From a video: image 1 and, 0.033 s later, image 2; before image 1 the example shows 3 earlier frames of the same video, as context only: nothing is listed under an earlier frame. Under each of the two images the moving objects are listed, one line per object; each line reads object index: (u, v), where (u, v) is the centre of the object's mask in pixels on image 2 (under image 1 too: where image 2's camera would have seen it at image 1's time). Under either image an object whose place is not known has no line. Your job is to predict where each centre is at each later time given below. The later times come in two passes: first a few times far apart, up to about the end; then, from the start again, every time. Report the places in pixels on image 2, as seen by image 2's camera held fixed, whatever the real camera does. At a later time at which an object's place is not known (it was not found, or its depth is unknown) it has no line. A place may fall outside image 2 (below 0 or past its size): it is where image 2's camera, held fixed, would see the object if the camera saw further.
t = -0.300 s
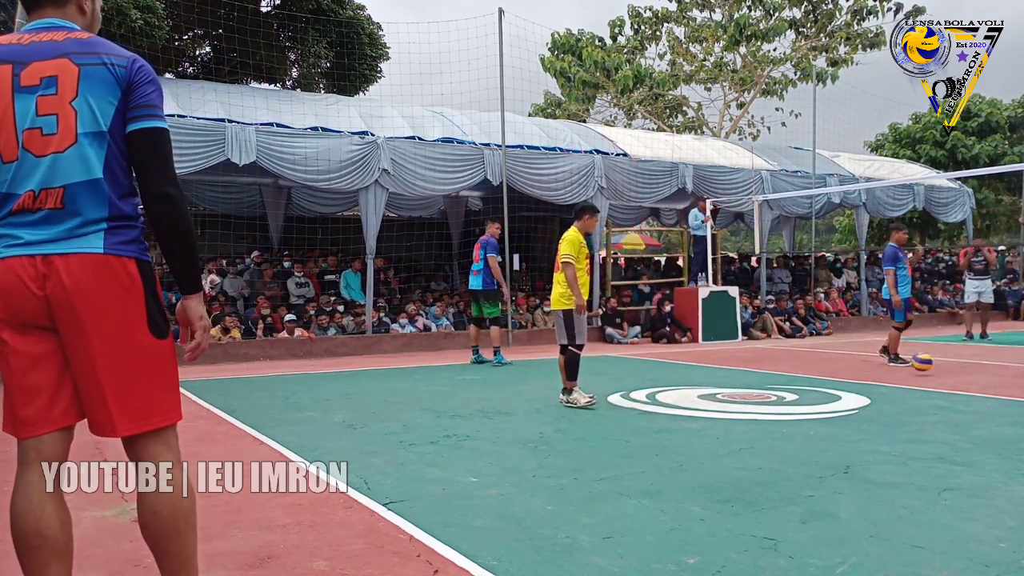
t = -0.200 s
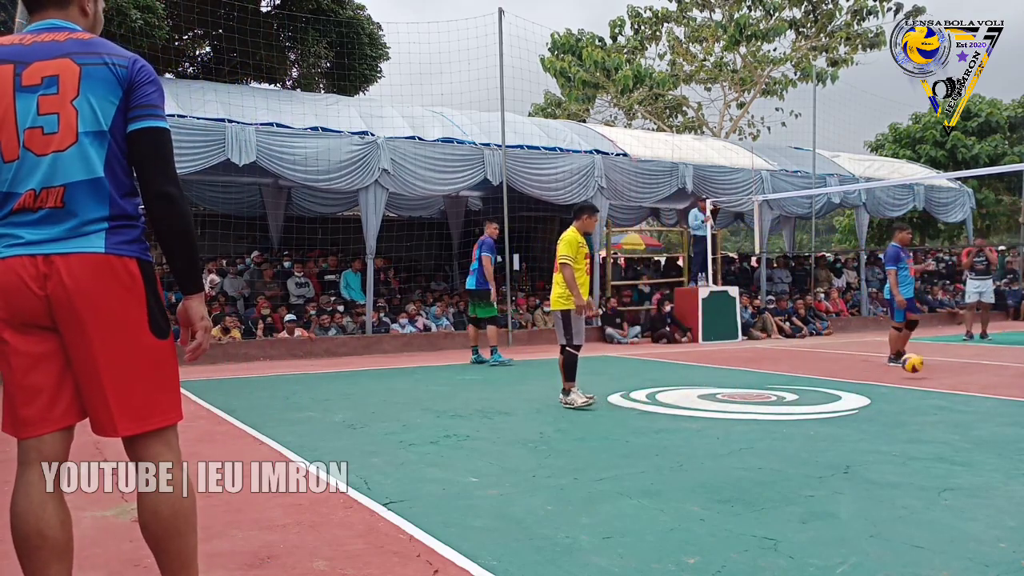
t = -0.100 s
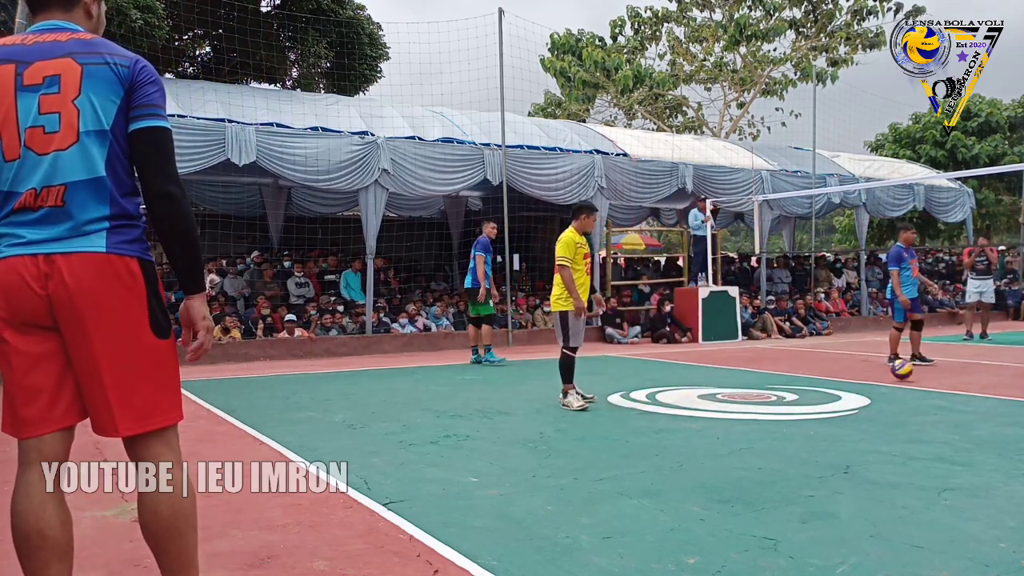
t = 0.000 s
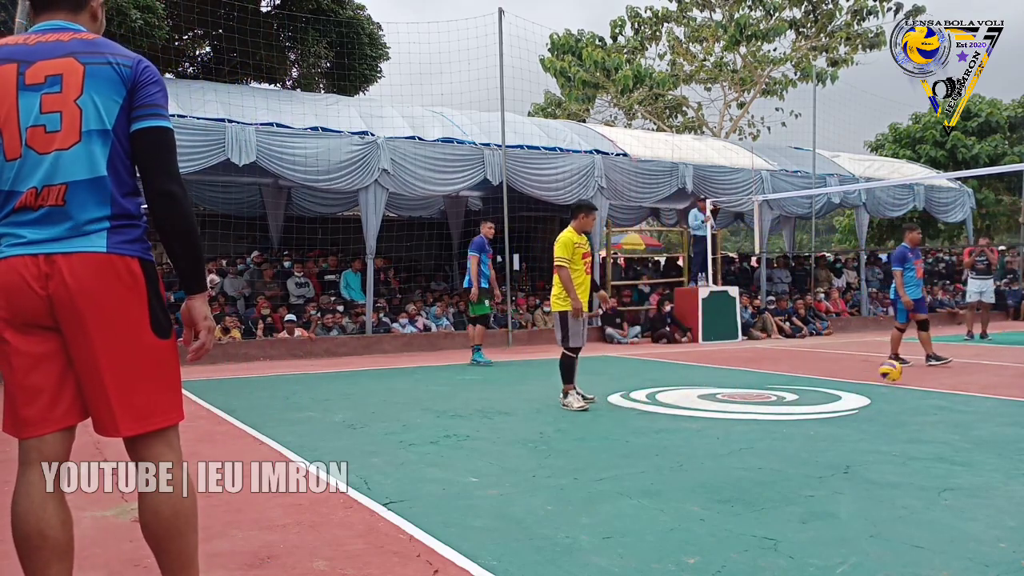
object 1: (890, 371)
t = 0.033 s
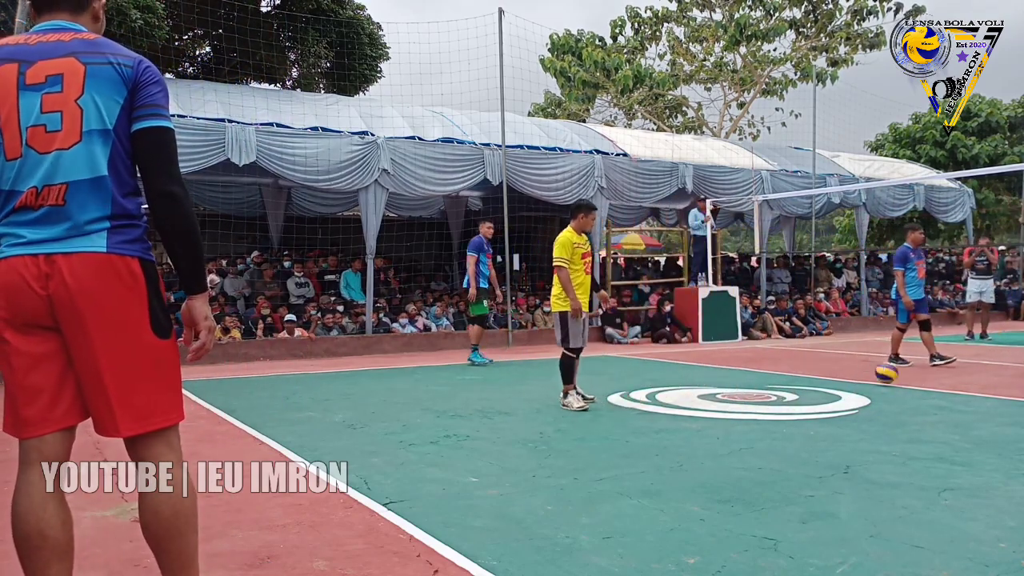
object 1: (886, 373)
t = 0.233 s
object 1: (862, 382)
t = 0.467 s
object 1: (830, 390)
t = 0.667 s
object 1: (798, 398)
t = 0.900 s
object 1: (754, 412)
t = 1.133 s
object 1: (704, 425)
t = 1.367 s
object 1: (644, 444)
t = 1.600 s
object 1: (568, 467)
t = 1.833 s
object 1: (469, 499)
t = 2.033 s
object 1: (357, 531)
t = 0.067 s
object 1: (882, 376)
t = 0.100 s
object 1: (878, 375)
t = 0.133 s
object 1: (875, 376)
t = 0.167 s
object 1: (870, 378)
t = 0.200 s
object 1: (866, 380)
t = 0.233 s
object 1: (862, 382)
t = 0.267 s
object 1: (858, 381)
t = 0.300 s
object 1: (854, 382)
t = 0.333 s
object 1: (849, 385)
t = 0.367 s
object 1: (844, 386)
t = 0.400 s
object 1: (840, 386)
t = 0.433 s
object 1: (835, 388)
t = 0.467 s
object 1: (830, 390)
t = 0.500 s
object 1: (825, 392)
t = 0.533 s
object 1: (820, 391)
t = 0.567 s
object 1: (814, 392)
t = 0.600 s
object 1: (810, 394)
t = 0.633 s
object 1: (804, 397)
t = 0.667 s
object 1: (798, 398)
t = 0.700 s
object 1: (792, 400)
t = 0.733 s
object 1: (786, 403)
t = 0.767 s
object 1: (780, 402)
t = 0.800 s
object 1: (775, 405)
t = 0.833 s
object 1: (768, 407)
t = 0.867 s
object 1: (762, 409)
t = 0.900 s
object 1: (754, 412)
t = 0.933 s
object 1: (748, 413)
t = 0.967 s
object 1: (741, 415)
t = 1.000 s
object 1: (734, 417)
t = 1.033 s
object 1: (727, 419)
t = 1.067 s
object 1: (719, 419)
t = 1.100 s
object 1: (712, 421)
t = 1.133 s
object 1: (704, 425)
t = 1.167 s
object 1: (696, 428)
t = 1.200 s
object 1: (688, 429)
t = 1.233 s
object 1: (679, 432)
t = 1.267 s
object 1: (671, 436)
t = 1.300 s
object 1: (661, 437)
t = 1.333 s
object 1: (653, 440)
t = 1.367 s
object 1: (644, 444)
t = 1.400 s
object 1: (634, 447)
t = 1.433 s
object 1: (623, 449)
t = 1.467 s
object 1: (613, 453)
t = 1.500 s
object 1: (602, 456)
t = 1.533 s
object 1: (591, 460)
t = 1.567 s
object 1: (579, 463)
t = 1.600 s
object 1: (568, 467)
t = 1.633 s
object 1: (555, 472)
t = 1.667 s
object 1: (542, 476)
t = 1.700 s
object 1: (528, 480)
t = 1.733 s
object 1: (514, 484)
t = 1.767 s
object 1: (500, 488)
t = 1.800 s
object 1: (485, 494)
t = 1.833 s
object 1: (469, 499)
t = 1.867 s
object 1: (452, 504)
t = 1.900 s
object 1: (435, 508)
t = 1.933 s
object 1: (416, 514)
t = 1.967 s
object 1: (397, 520)
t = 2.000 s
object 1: (377, 525)
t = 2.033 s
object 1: (357, 531)
